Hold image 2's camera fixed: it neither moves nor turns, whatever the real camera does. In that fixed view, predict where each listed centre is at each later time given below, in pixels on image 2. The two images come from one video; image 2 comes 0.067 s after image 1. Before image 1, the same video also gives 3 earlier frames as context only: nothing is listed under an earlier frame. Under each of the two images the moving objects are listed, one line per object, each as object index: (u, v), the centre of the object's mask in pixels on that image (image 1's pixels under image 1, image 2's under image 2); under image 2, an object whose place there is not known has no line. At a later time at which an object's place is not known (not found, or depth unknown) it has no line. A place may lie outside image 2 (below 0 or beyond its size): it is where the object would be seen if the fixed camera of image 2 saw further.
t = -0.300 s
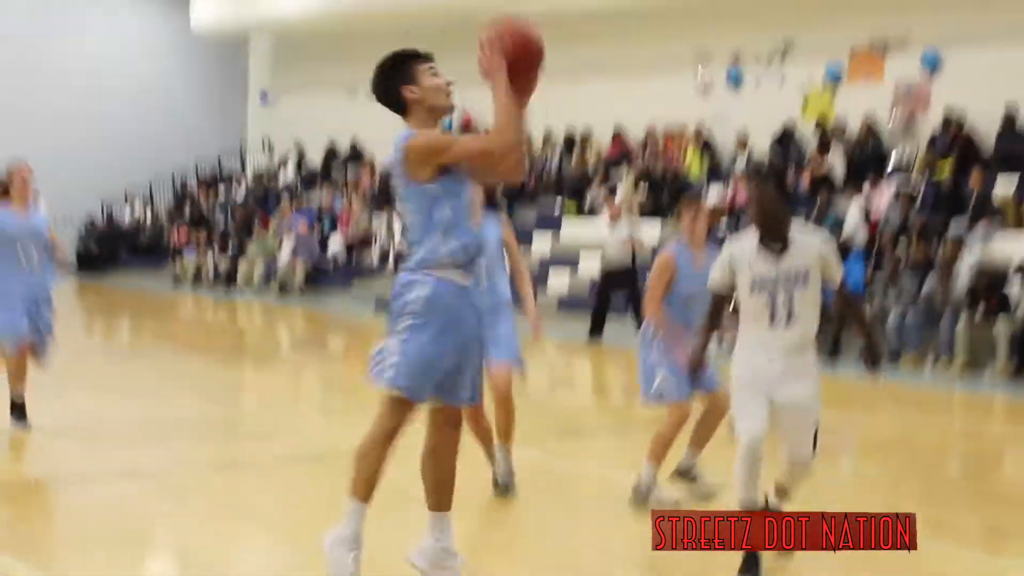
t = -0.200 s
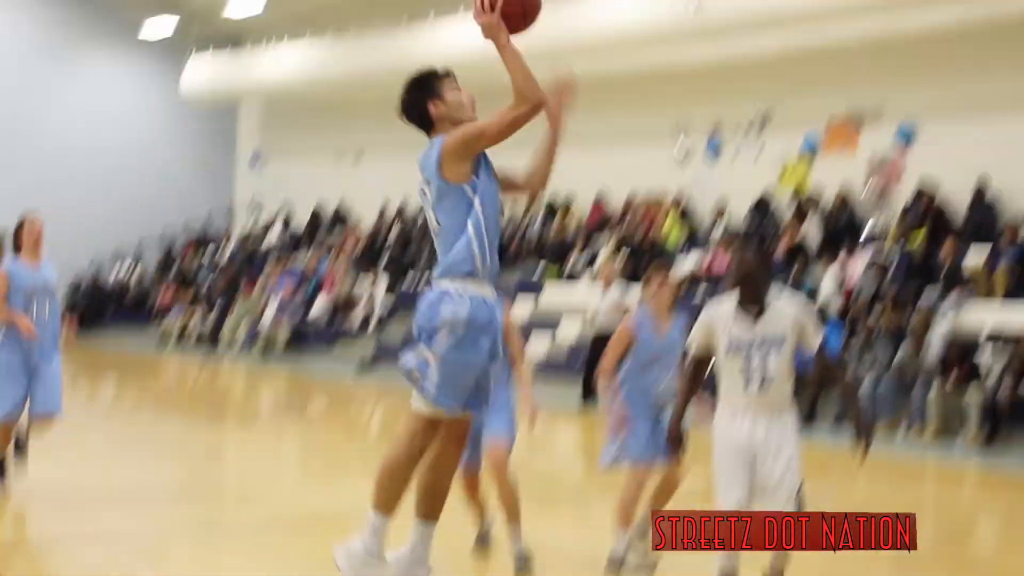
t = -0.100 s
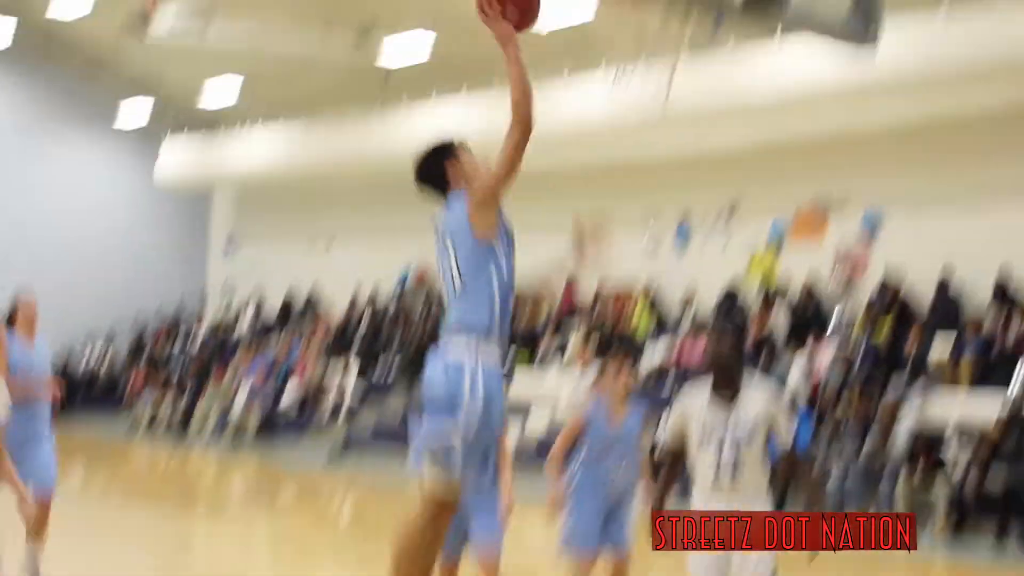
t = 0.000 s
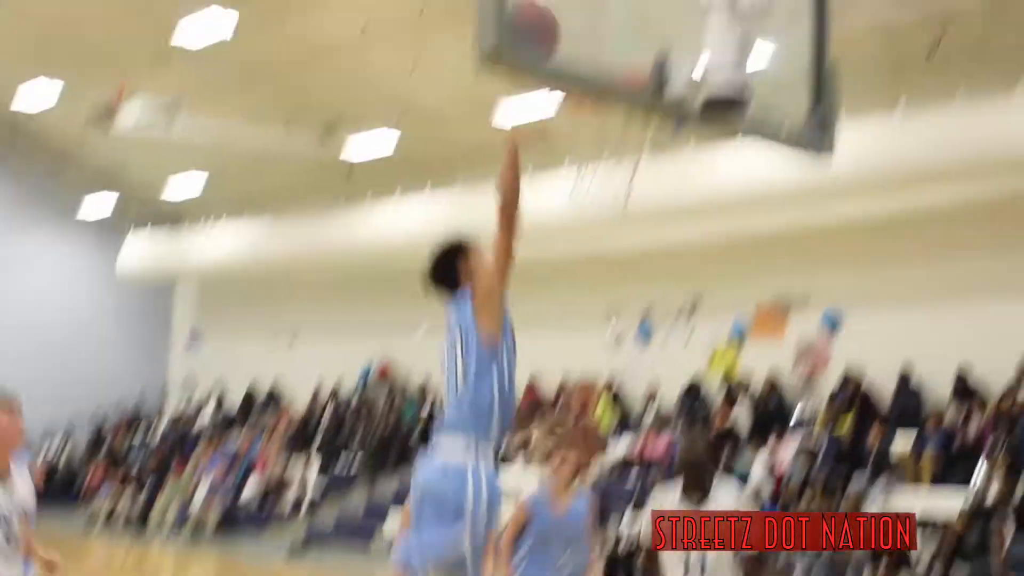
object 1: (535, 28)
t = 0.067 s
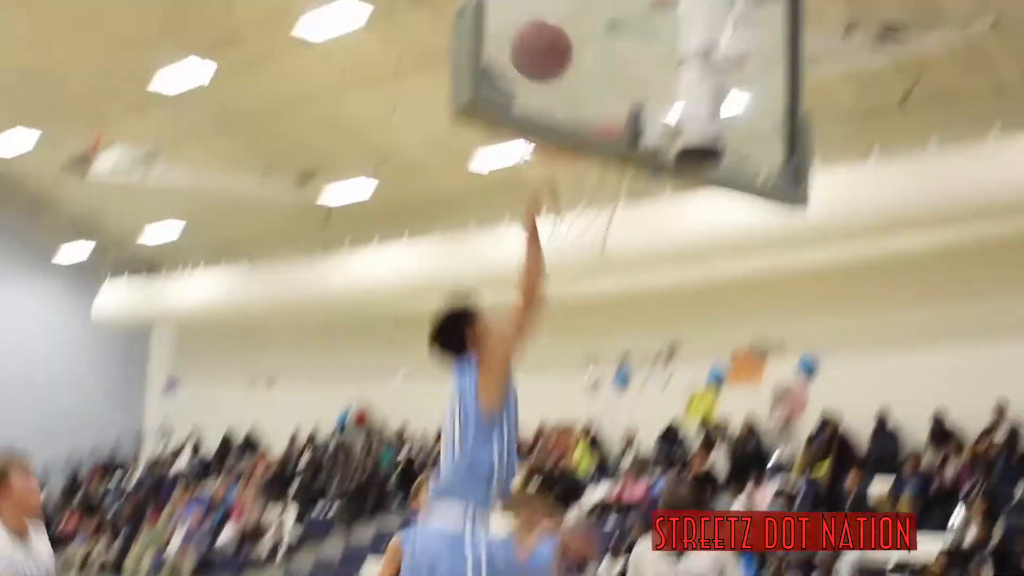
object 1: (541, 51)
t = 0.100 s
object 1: (560, 38)
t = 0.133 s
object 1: (573, 29)
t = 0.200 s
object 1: (592, 23)
